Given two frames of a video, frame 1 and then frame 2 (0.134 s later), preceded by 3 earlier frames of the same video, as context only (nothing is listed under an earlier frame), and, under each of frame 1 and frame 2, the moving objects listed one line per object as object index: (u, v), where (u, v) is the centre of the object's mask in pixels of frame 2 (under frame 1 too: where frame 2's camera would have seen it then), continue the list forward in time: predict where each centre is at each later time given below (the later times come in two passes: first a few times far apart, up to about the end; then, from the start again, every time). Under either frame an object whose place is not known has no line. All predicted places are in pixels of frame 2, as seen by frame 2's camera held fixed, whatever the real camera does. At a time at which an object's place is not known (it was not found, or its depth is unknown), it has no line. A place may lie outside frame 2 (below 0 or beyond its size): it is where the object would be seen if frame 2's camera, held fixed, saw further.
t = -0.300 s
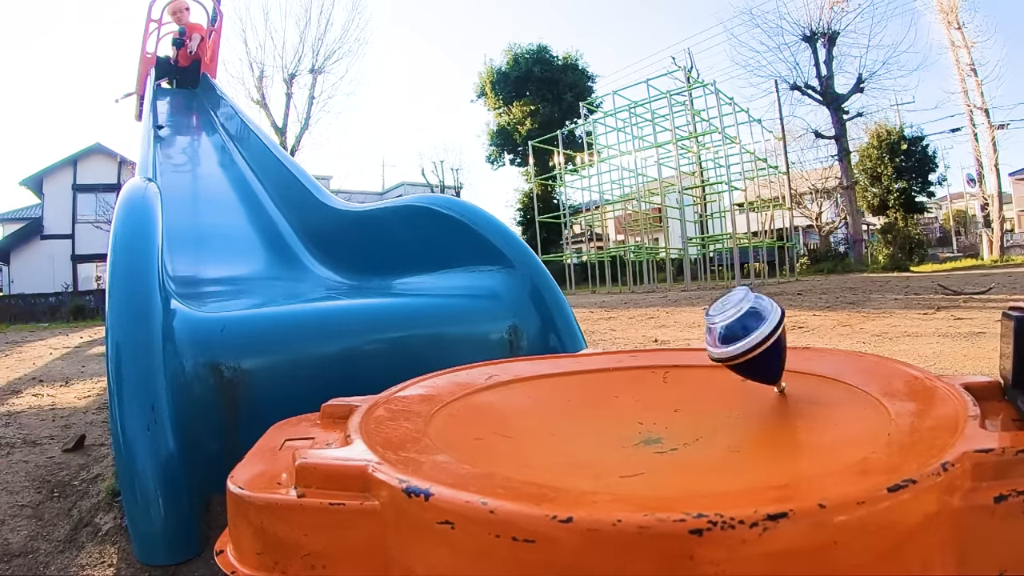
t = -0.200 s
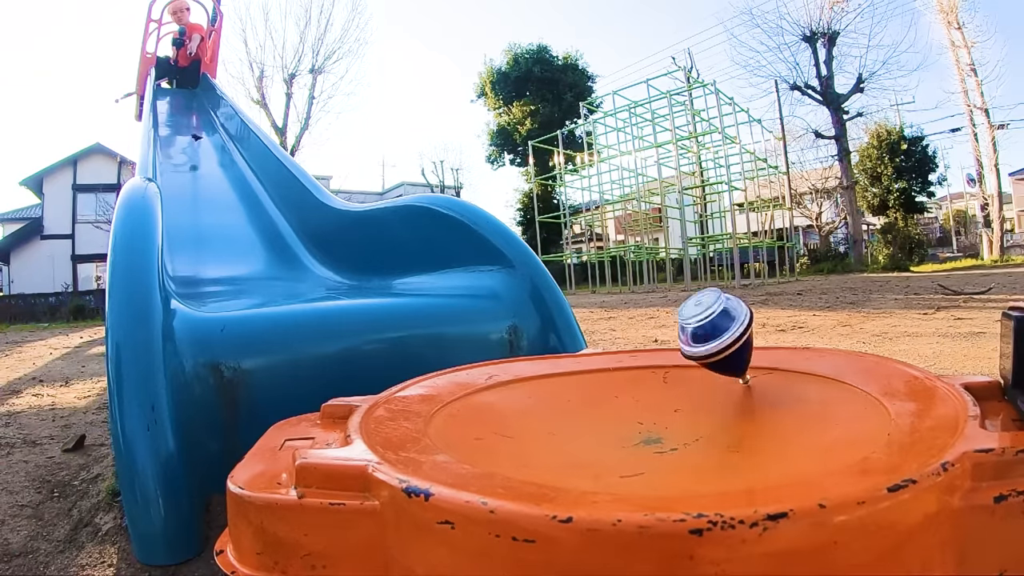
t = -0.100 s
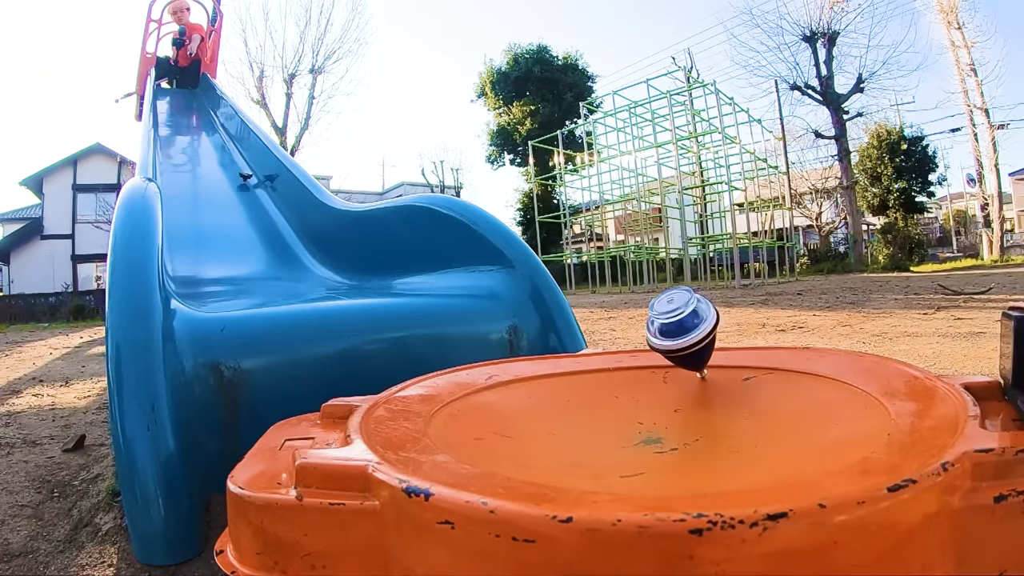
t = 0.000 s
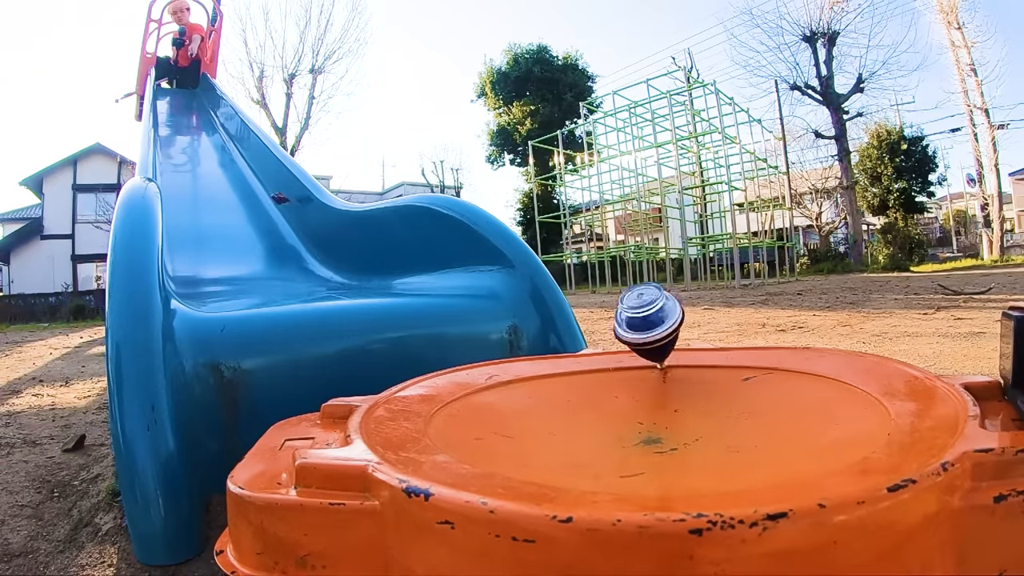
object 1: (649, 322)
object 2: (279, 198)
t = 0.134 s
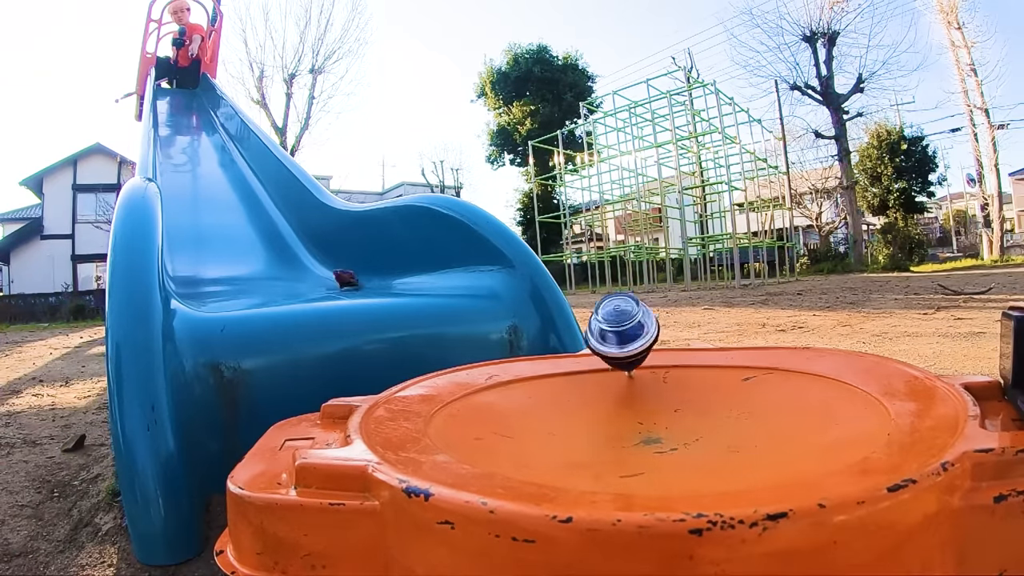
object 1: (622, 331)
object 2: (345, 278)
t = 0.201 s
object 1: (617, 333)
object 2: (365, 278)
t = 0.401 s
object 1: (606, 339)
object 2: (476, 281)
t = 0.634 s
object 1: (708, 370)
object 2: (815, 273)
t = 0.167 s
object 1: (620, 331)
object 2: (354, 280)
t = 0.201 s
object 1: (617, 333)
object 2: (365, 278)
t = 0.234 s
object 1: (615, 335)
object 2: (377, 277)
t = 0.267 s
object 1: (613, 336)
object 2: (388, 276)
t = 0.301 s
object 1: (612, 336)
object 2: (404, 274)
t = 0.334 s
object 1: (610, 338)
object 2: (421, 274)
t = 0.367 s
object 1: (608, 339)
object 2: (449, 276)
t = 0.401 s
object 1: (606, 339)
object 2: (476, 281)
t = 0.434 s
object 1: (605, 340)
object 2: (508, 286)
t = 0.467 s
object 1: (603, 341)
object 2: (550, 297)
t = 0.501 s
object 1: (609, 350)
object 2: (592, 297)
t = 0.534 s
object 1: (634, 364)
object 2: (648, 290)
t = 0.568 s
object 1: (656, 363)
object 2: (696, 283)
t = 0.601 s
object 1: (680, 366)
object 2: (753, 277)
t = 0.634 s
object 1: (708, 370)
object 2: (815, 273)
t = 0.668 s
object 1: (737, 380)
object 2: (880, 270)
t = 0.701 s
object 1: (778, 391)
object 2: (976, 275)
